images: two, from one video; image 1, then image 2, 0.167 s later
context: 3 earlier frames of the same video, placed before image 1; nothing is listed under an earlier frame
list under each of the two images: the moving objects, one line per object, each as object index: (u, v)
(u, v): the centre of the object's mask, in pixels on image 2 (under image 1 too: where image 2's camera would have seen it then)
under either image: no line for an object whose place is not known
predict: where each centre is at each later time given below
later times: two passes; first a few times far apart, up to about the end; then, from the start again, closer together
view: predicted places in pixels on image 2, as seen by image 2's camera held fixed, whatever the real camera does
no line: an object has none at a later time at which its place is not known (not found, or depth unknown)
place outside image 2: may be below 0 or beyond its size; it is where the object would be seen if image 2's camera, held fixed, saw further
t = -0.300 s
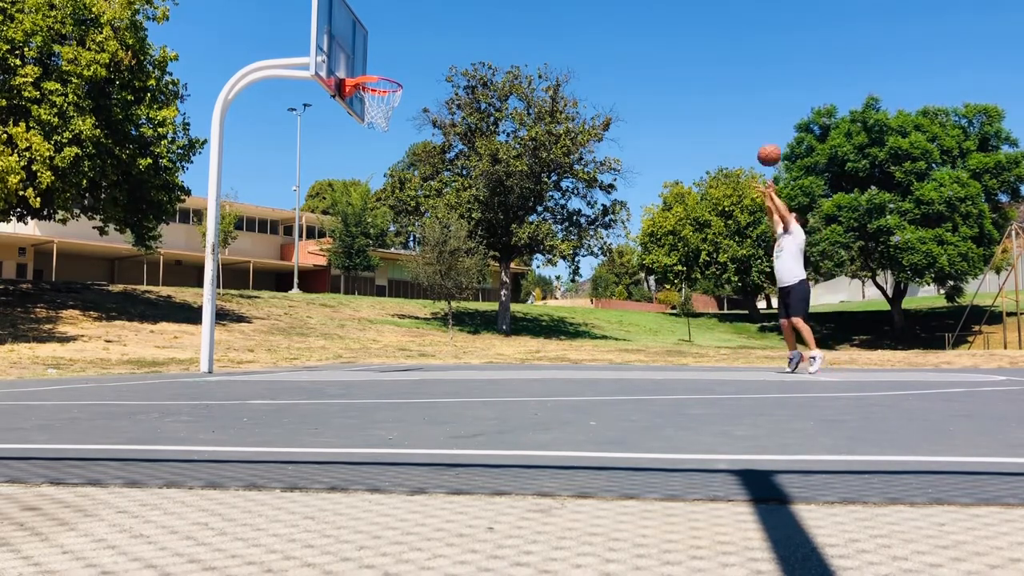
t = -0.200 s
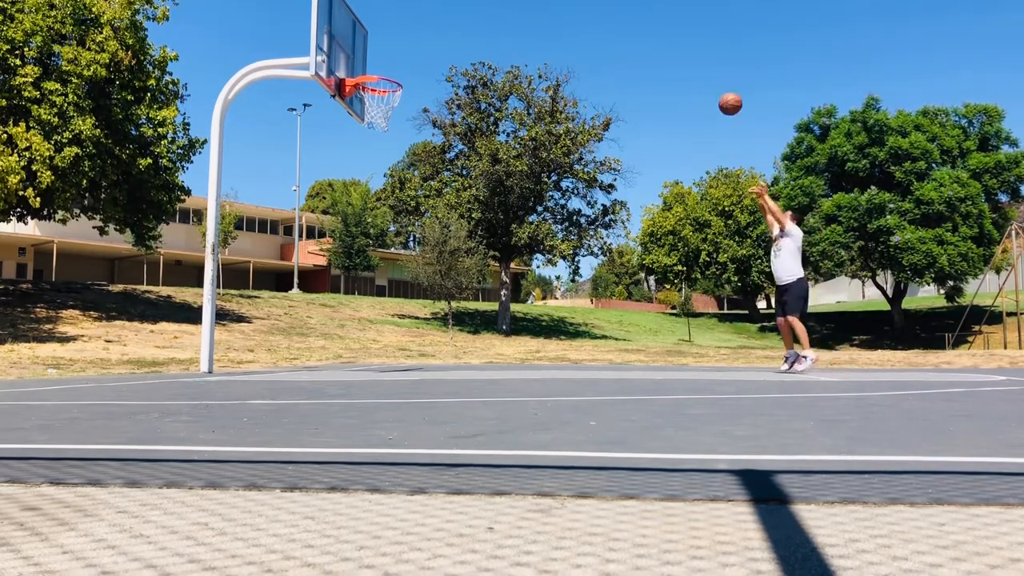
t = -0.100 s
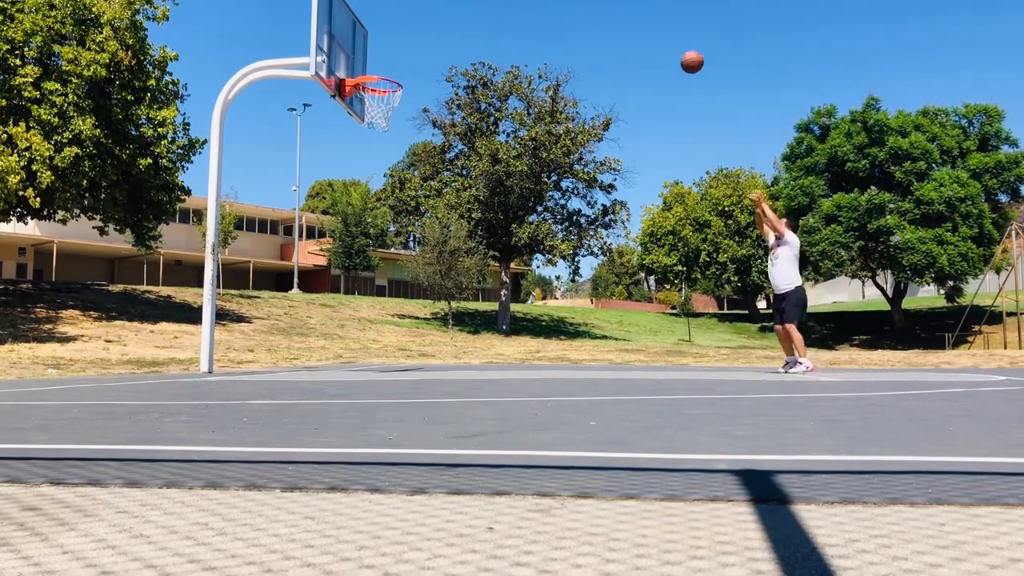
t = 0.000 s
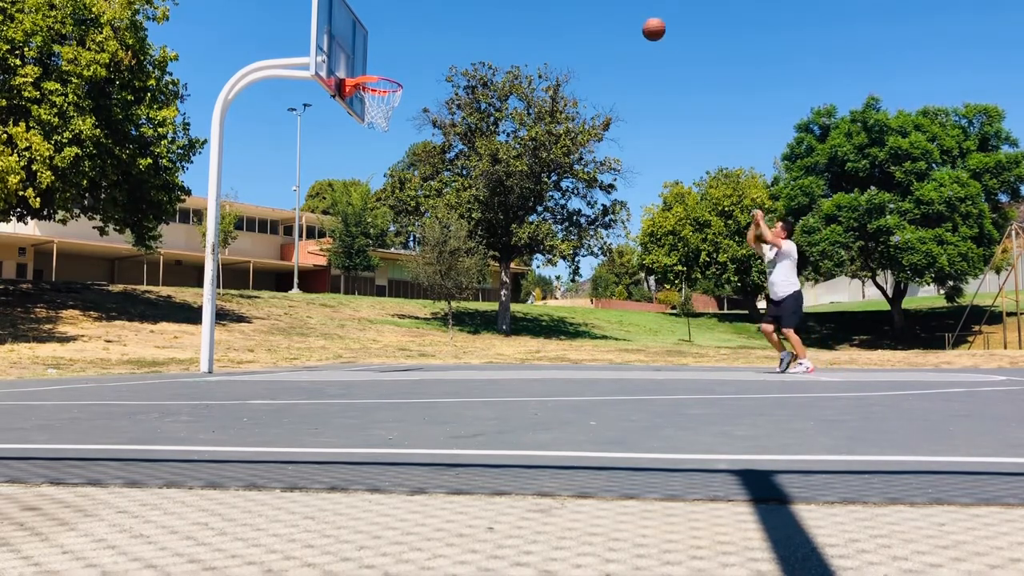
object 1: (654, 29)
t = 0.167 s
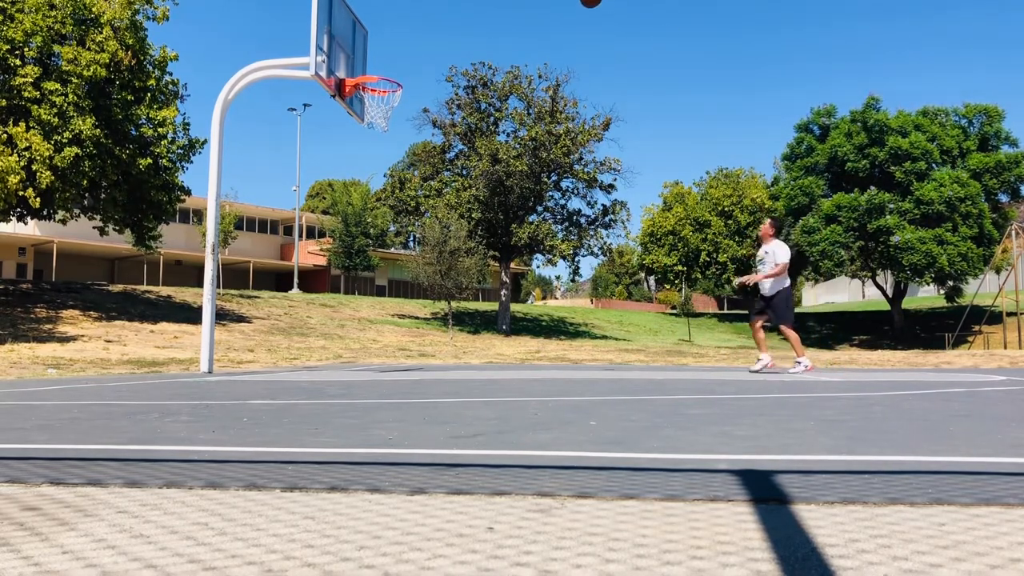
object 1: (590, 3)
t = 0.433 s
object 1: (491, 3)
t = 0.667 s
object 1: (404, 50)
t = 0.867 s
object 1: (353, 116)
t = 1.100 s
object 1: (340, 189)
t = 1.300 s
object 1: (326, 295)
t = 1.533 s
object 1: (330, 308)
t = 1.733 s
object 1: (348, 249)
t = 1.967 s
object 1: (368, 228)
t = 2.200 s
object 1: (389, 260)
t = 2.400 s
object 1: (405, 332)
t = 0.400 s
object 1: (503, 2)
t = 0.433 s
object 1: (491, 3)
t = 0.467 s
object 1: (478, 5)
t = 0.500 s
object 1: (466, 8)
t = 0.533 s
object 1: (454, 13)
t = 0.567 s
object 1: (441, 21)
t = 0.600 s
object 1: (429, 29)
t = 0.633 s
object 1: (417, 39)
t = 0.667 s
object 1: (404, 50)
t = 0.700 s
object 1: (392, 62)
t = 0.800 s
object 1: (360, 100)
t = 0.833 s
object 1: (355, 108)
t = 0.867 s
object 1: (353, 116)
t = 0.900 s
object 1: (352, 122)
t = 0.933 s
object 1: (350, 130)
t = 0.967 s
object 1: (348, 140)
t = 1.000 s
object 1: (346, 151)
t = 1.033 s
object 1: (344, 163)
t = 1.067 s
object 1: (342, 175)
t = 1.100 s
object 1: (340, 189)
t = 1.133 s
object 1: (338, 204)
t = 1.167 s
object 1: (336, 219)
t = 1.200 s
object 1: (333, 236)
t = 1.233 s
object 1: (332, 255)
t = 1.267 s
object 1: (328, 272)
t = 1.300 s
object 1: (326, 295)
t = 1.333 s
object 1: (324, 317)
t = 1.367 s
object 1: (321, 338)
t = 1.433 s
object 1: (321, 352)
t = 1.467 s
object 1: (324, 336)
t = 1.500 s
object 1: (327, 321)
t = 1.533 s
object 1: (330, 308)
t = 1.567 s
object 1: (333, 295)
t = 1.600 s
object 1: (337, 284)
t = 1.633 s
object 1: (339, 273)
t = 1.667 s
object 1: (343, 264)
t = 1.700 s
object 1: (345, 256)
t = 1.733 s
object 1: (348, 249)
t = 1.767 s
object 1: (351, 243)
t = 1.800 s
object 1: (354, 237)
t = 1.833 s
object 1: (357, 234)
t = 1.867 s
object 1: (360, 231)
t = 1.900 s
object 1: (363, 229)
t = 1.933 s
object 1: (366, 228)
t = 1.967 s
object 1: (368, 228)
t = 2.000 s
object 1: (371, 229)
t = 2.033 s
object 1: (374, 231)
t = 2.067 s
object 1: (376, 235)
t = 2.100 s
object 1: (380, 240)
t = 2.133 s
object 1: (383, 245)
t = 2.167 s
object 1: (385, 251)
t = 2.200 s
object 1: (389, 260)
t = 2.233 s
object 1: (391, 268)
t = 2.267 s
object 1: (393, 277)
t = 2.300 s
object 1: (397, 290)
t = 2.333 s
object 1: (400, 303)
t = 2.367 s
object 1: (402, 316)
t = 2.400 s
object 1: (405, 332)
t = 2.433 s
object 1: (408, 347)
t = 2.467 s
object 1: (410, 363)
